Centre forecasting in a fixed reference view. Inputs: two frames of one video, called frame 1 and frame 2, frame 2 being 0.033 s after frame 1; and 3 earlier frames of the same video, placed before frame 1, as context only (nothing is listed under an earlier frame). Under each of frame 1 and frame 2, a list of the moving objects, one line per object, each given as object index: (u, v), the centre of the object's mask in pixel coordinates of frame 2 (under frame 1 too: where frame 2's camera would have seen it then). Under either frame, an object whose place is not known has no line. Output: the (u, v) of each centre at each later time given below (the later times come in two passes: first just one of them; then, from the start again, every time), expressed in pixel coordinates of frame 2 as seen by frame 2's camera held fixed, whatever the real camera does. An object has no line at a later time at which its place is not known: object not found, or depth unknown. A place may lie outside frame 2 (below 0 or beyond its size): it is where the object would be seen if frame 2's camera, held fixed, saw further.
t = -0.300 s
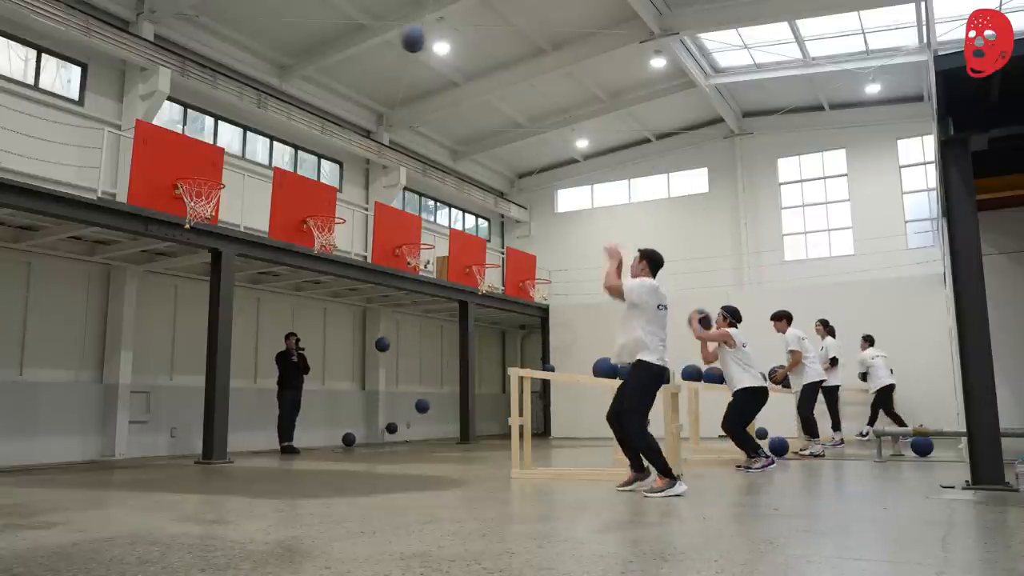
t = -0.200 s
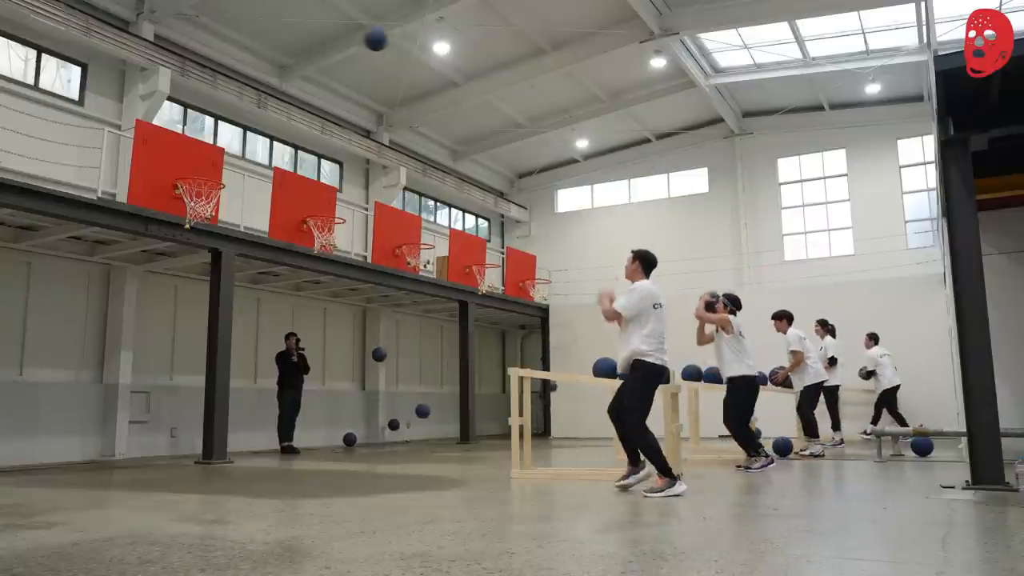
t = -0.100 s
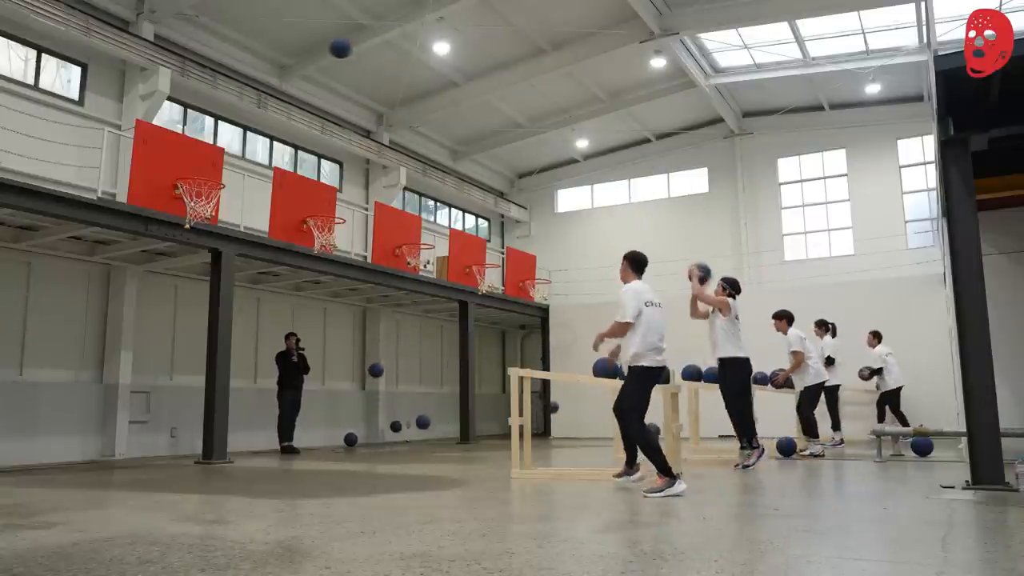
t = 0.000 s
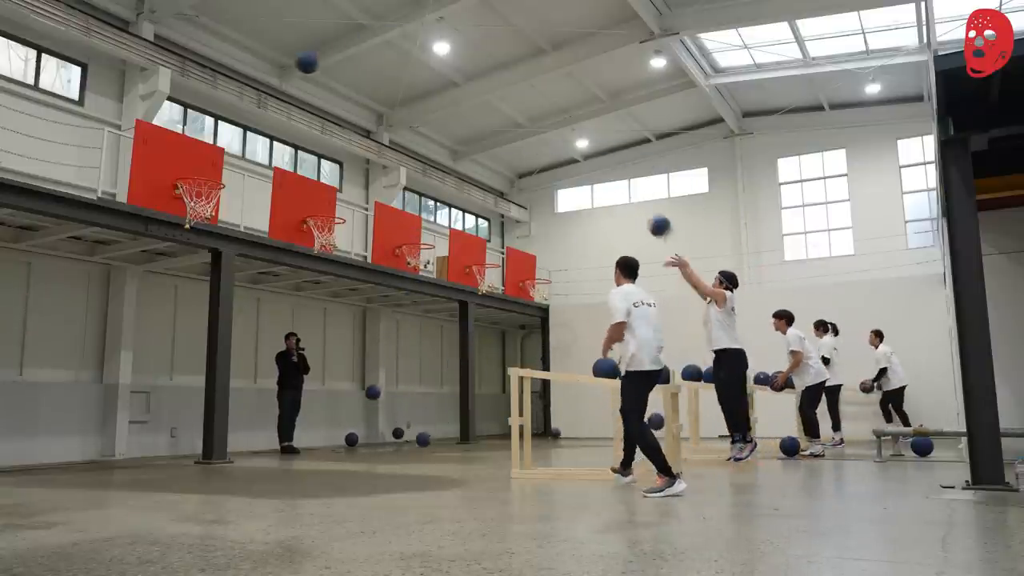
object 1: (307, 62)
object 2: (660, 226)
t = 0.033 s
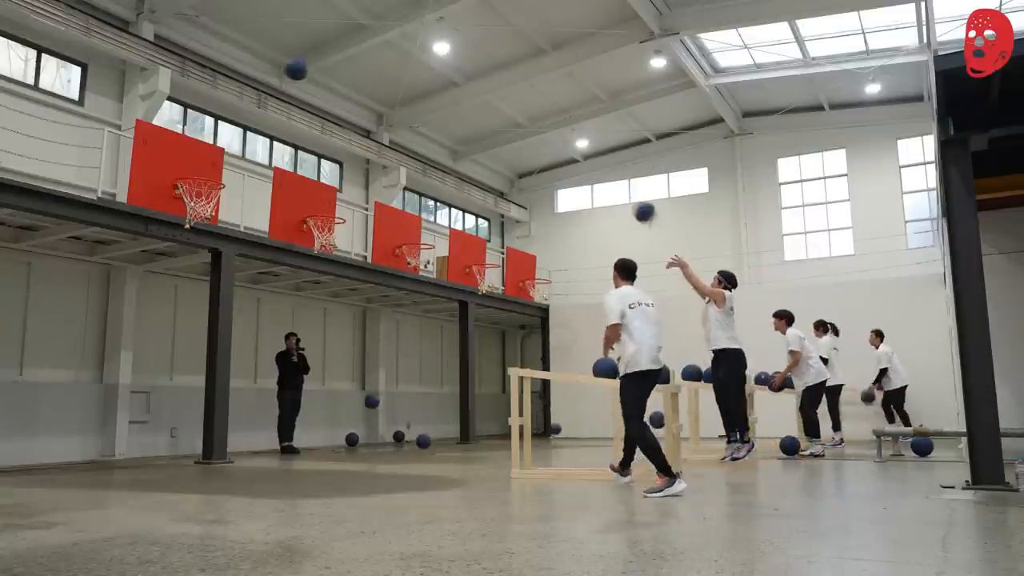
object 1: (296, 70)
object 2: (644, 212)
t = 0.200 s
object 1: (245, 114)
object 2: (573, 159)
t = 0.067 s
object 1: (286, 77)
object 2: (630, 200)
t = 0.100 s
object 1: (276, 86)
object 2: (614, 186)
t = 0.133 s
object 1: (265, 95)
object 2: (599, 175)
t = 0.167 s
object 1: (254, 105)
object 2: (586, 167)
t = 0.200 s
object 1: (245, 114)
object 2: (573, 159)
